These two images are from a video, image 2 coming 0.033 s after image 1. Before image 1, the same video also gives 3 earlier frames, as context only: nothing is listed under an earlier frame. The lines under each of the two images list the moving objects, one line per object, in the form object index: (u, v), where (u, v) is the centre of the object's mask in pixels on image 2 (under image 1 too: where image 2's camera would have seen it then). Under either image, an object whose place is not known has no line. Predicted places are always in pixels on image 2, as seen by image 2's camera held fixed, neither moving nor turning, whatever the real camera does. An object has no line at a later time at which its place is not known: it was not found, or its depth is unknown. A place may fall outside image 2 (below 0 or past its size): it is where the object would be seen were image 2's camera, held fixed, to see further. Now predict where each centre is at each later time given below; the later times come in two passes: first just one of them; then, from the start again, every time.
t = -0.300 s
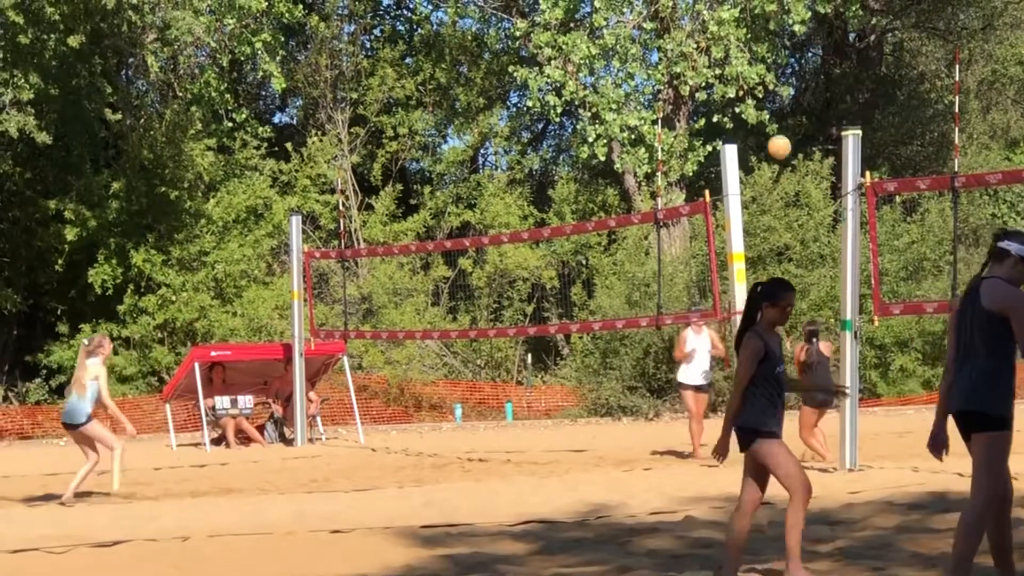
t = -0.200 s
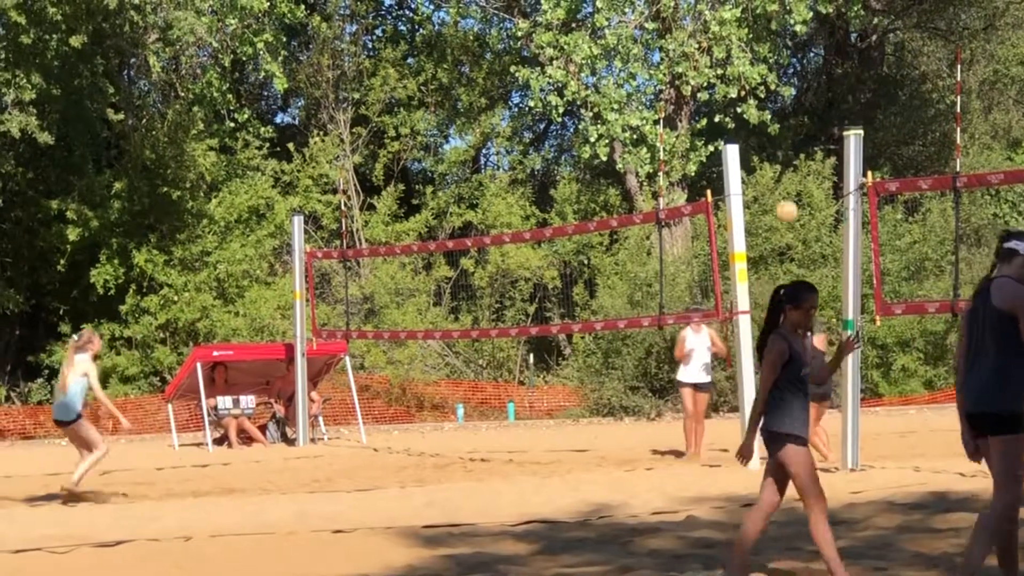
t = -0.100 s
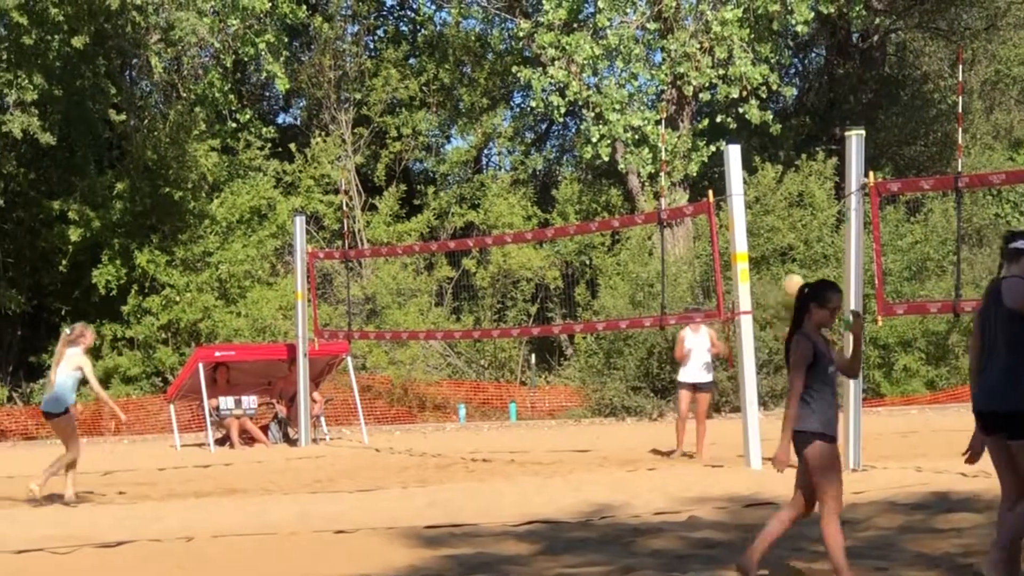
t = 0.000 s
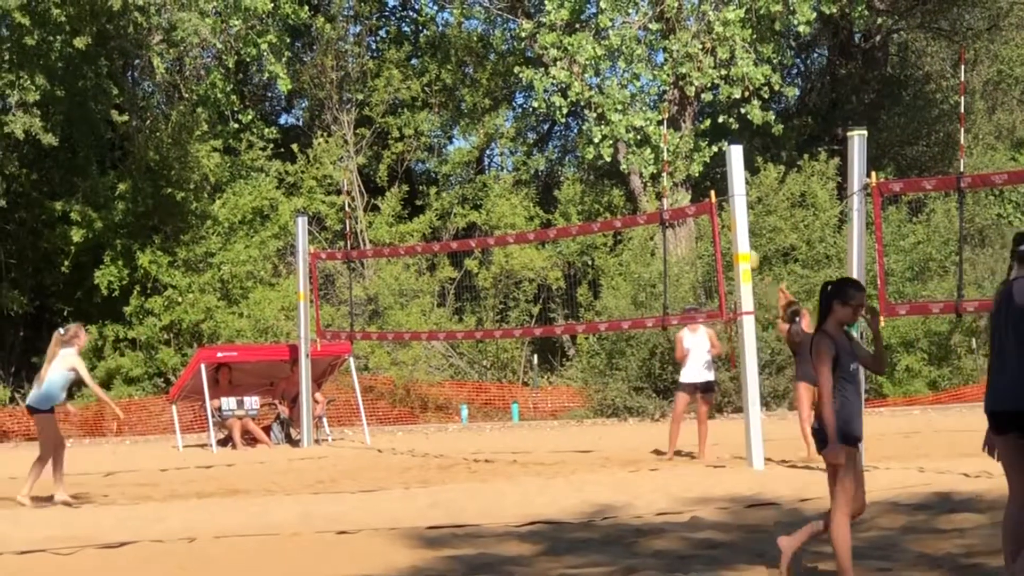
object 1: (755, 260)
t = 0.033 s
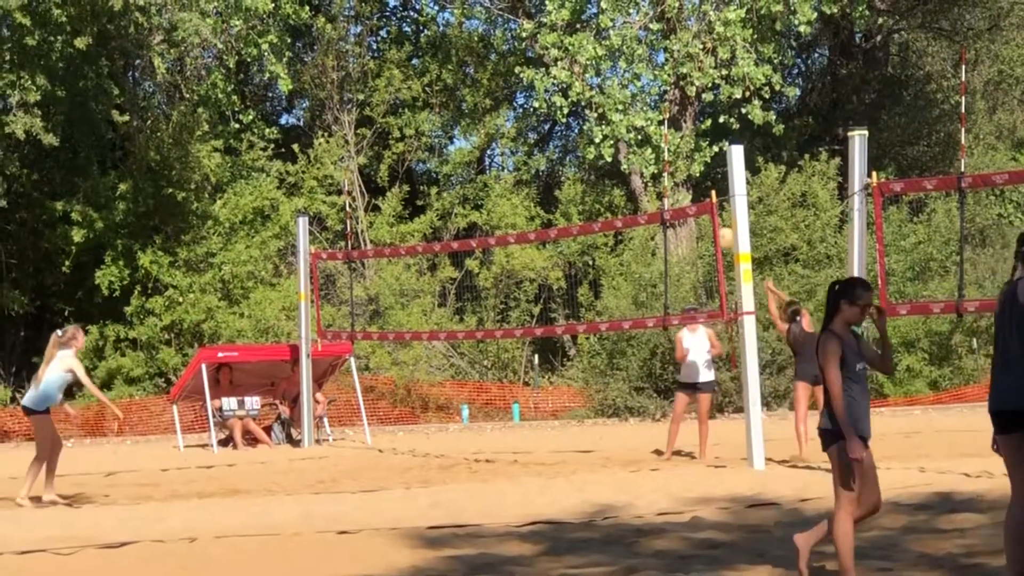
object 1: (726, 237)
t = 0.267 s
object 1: (564, 125)
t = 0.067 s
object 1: (702, 222)
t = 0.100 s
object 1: (680, 198)
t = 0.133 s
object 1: (657, 183)
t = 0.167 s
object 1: (634, 167)
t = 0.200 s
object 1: (613, 151)
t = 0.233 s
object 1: (589, 138)
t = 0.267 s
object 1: (564, 125)
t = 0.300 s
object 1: (545, 114)
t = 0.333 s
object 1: (521, 104)
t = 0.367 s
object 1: (498, 95)
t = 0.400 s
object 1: (477, 88)
